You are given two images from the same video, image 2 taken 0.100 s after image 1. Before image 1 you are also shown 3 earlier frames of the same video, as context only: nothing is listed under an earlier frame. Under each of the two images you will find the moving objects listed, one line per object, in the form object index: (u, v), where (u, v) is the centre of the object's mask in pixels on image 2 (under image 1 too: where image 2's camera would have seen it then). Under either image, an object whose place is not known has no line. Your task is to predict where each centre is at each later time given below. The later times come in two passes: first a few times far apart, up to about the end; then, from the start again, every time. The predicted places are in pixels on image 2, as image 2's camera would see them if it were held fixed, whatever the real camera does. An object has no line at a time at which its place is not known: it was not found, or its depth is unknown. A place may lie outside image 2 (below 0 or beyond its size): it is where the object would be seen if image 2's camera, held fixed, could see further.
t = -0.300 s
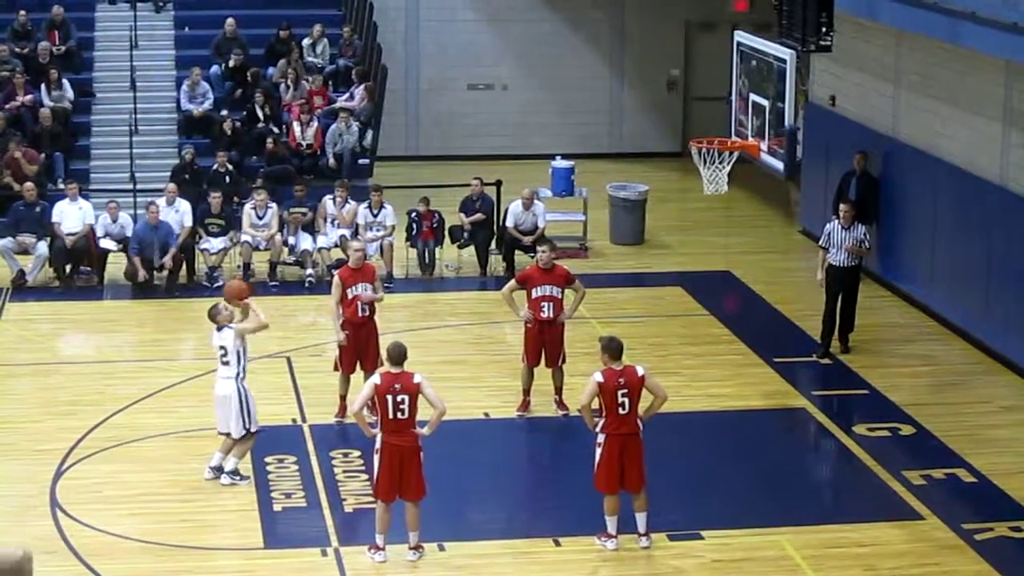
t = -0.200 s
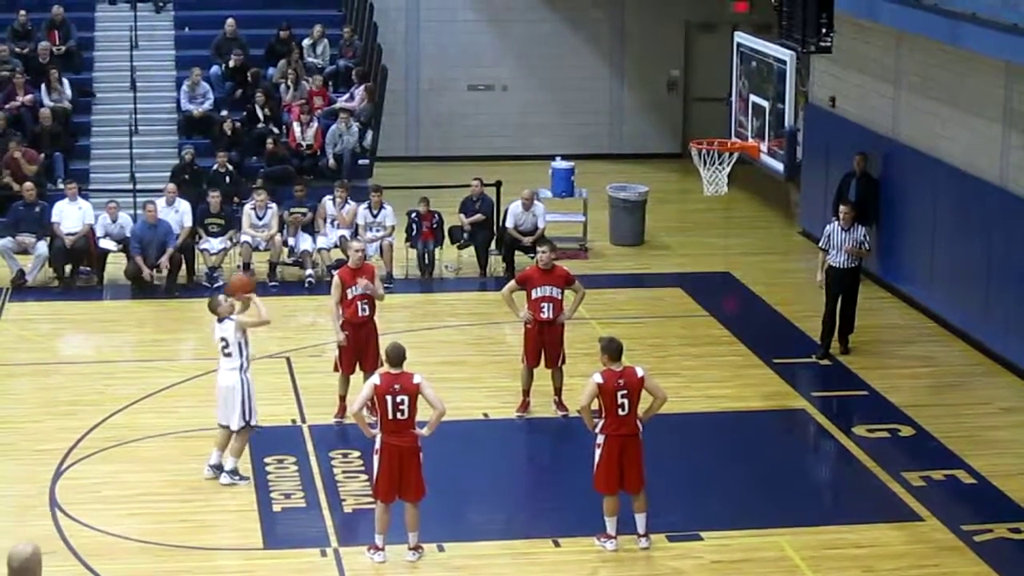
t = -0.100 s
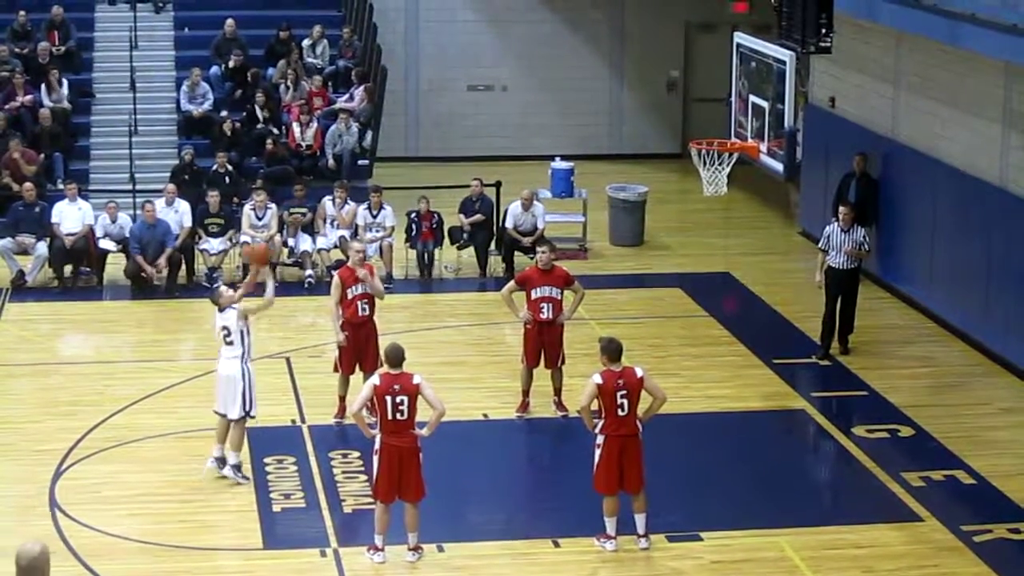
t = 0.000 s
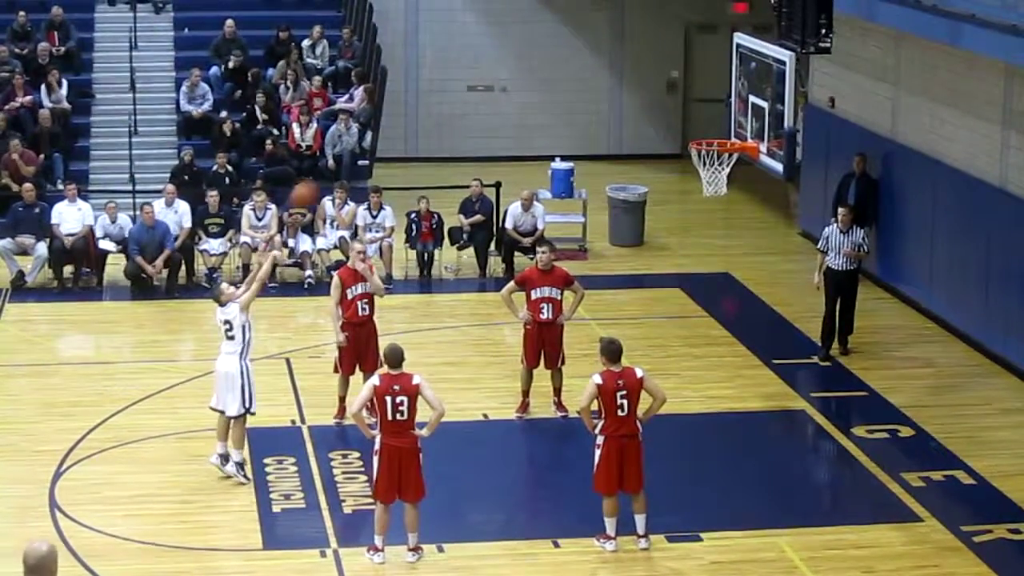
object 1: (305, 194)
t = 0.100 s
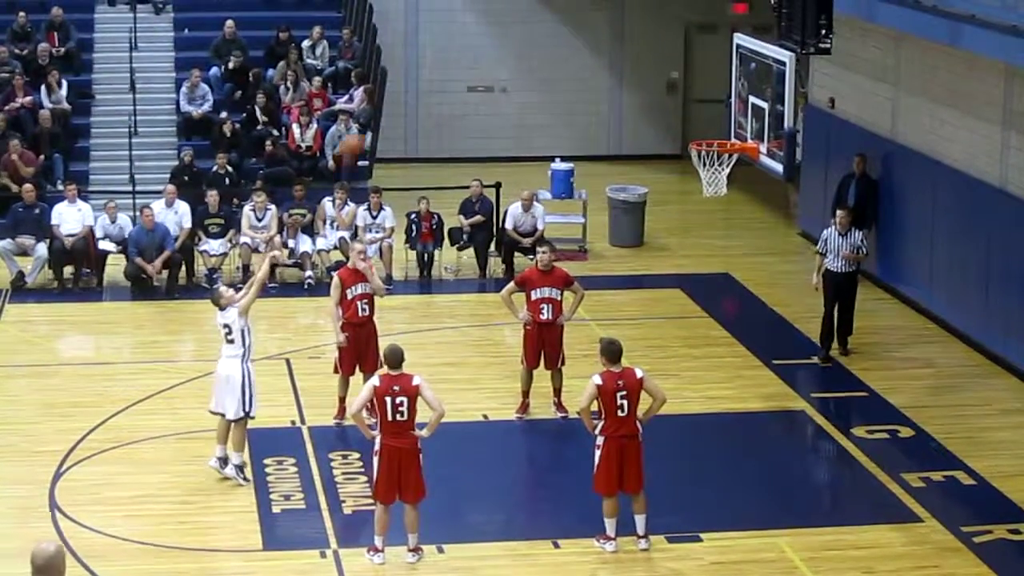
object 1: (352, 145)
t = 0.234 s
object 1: (419, 99)
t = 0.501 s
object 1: (542, 61)
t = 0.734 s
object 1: (646, 89)
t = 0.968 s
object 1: (735, 166)
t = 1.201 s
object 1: (733, 244)
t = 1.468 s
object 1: (731, 396)
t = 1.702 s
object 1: (718, 409)
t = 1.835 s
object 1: (704, 358)
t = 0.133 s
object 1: (369, 130)
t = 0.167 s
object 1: (384, 119)
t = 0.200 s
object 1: (400, 110)
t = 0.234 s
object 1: (419, 99)
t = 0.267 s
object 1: (434, 90)
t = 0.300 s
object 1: (448, 83)
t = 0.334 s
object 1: (466, 76)
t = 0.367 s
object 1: (481, 71)
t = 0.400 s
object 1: (497, 66)
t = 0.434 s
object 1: (512, 63)
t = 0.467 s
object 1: (527, 61)
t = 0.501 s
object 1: (542, 61)
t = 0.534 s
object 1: (557, 62)
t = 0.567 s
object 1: (572, 63)
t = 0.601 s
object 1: (588, 67)
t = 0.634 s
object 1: (603, 71)
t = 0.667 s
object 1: (617, 77)
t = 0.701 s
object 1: (630, 84)
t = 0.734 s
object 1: (646, 89)
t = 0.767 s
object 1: (659, 99)
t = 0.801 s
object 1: (676, 108)
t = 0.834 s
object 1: (689, 117)
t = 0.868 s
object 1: (704, 130)
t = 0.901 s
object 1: (716, 138)
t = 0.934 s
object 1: (726, 160)
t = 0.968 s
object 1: (735, 166)
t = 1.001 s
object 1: (732, 176)
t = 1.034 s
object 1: (731, 187)
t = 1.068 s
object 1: (732, 194)
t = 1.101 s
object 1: (733, 204)
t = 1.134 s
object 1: (733, 216)
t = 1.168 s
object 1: (734, 230)
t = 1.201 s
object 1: (733, 244)
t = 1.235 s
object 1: (734, 261)
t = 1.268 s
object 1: (733, 276)
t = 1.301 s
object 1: (732, 292)
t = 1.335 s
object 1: (732, 310)
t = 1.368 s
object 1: (732, 331)
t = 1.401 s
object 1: (732, 354)
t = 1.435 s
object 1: (732, 374)
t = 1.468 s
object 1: (731, 396)
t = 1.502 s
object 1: (732, 421)
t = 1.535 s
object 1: (732, 444)
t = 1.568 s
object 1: (732, 470)
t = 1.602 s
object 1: (728, 457)
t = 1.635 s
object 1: (725, 438)
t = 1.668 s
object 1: (721, 423)
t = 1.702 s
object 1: (718, 409)
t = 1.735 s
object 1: (714, 394)
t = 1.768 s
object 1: (710, 381)
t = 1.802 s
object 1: (706, 368)
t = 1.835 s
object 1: (704, 358)
